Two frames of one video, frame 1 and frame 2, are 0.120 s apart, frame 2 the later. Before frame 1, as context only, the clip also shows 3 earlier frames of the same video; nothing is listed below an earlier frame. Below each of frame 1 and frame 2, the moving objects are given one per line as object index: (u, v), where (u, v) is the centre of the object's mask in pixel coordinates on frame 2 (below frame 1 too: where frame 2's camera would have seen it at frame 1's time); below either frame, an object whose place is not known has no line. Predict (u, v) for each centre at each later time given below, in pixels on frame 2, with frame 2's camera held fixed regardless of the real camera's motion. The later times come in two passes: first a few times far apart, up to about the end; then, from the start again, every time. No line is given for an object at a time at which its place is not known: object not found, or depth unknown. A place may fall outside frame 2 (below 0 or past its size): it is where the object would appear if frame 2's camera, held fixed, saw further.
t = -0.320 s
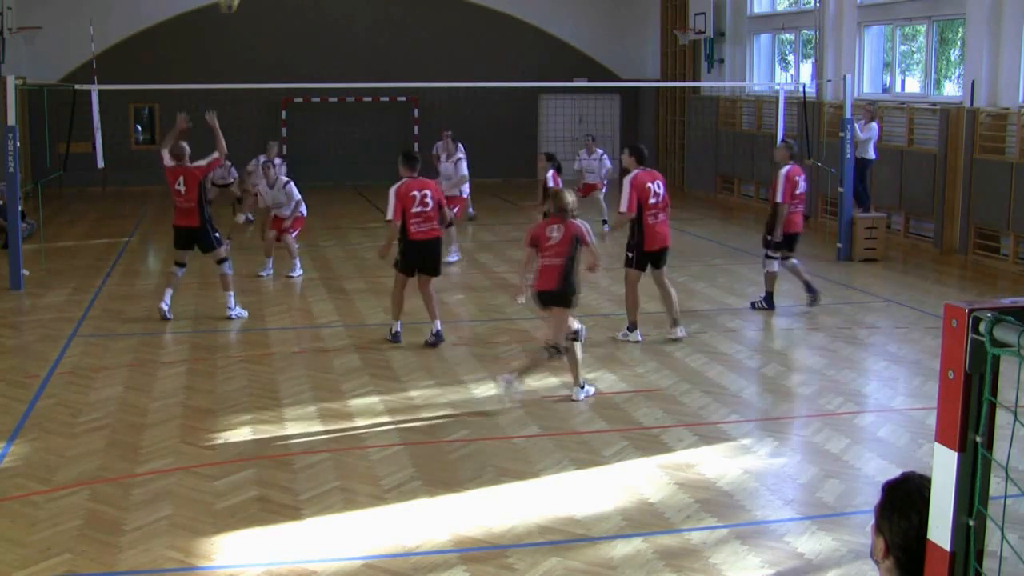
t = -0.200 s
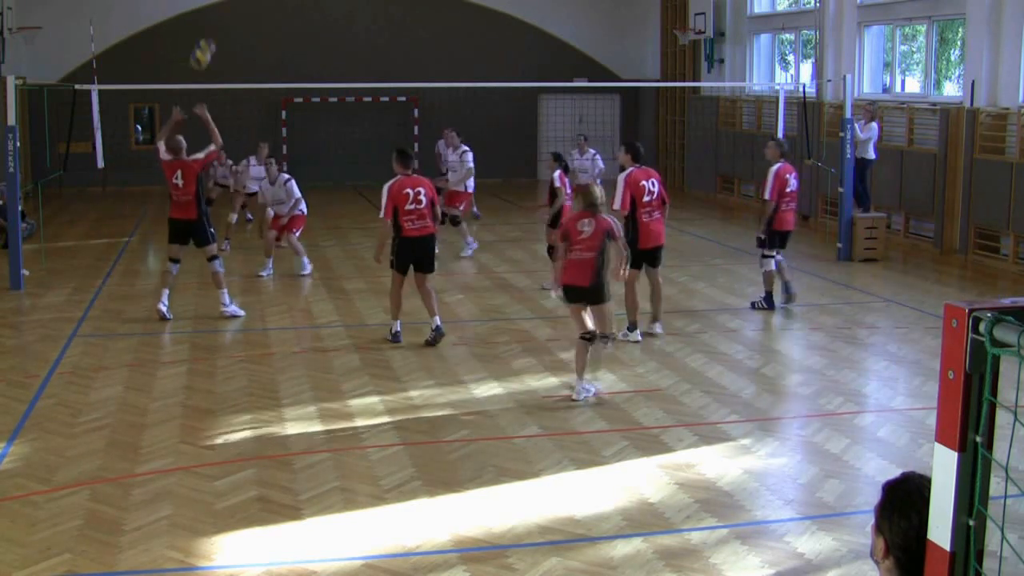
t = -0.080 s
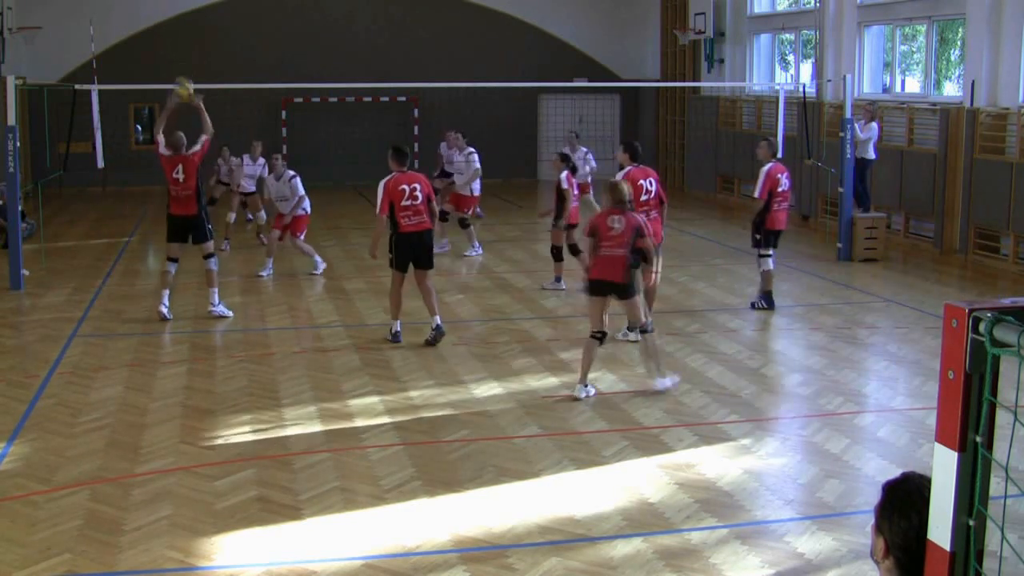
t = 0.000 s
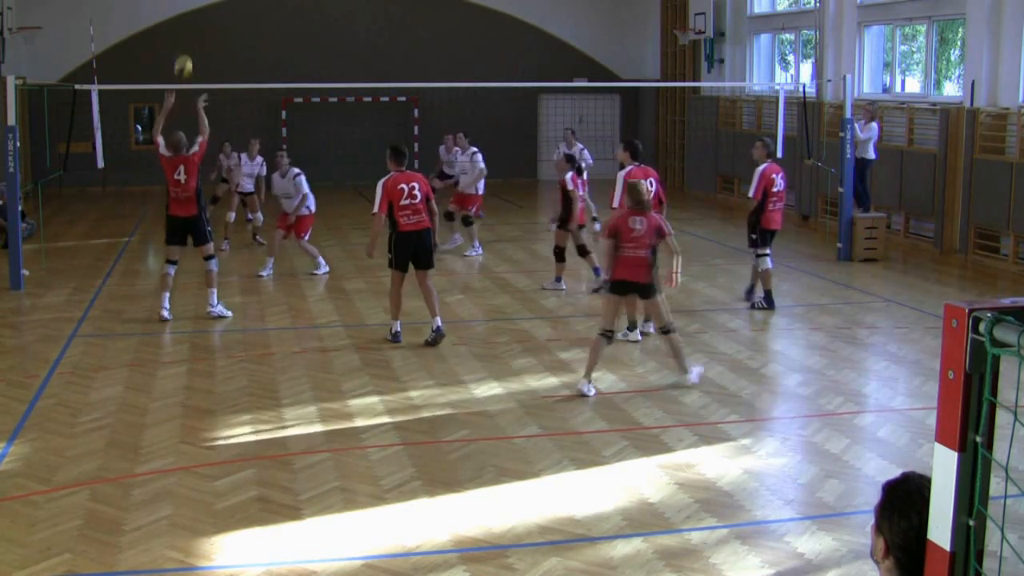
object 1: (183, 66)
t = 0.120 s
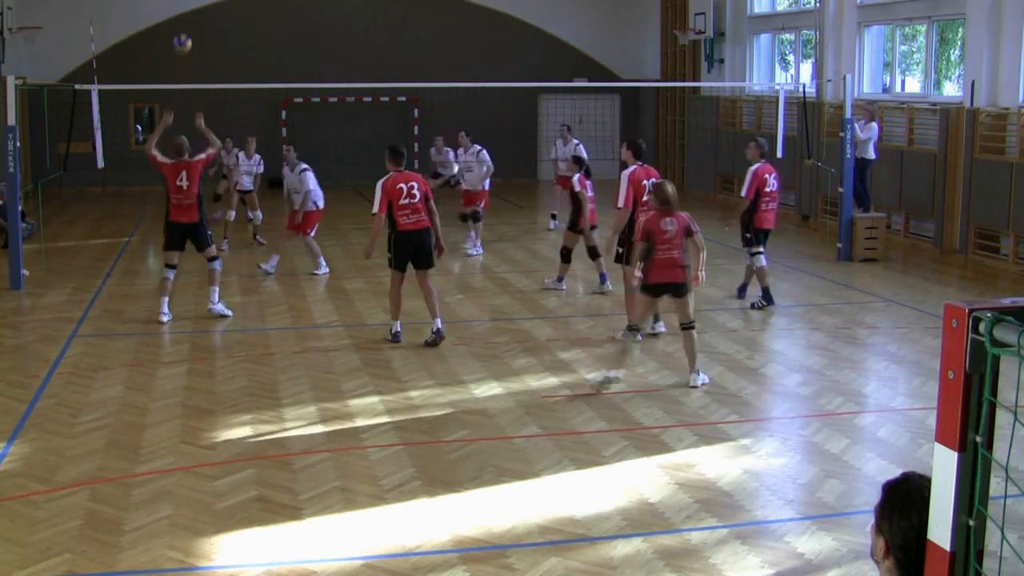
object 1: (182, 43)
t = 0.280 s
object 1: (181, 35)
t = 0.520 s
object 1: (181, 61)
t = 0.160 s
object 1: (182, 39)
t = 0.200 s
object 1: (182, 37)
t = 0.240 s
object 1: (181, 34)
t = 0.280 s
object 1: (181, 35)
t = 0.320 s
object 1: (181, 37)
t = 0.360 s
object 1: (182, 39)
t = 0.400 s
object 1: (180, 42)
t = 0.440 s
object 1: (181, 48)
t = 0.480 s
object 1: (181, 54)
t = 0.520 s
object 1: (181, 61)
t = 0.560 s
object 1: (181, 68)
